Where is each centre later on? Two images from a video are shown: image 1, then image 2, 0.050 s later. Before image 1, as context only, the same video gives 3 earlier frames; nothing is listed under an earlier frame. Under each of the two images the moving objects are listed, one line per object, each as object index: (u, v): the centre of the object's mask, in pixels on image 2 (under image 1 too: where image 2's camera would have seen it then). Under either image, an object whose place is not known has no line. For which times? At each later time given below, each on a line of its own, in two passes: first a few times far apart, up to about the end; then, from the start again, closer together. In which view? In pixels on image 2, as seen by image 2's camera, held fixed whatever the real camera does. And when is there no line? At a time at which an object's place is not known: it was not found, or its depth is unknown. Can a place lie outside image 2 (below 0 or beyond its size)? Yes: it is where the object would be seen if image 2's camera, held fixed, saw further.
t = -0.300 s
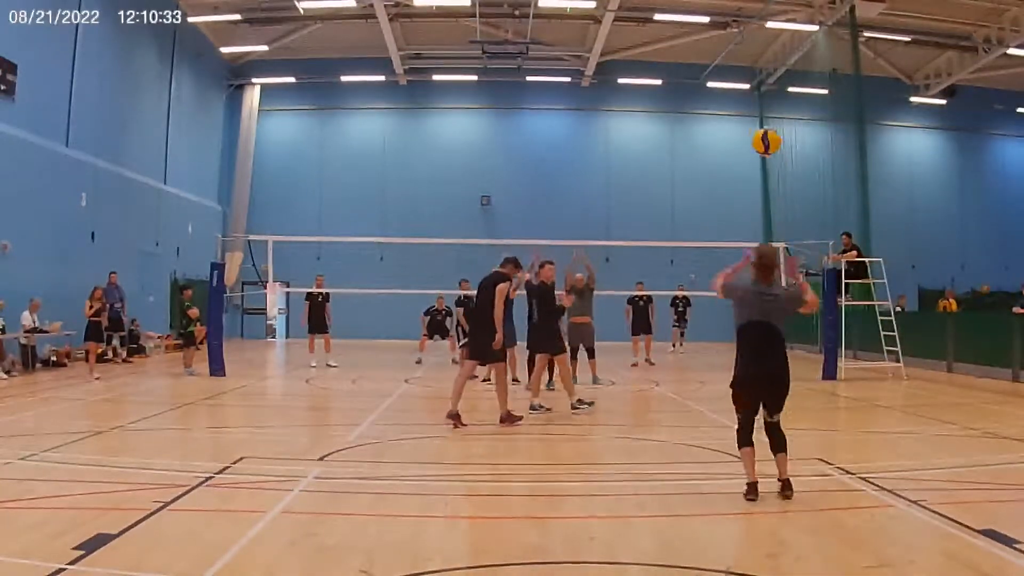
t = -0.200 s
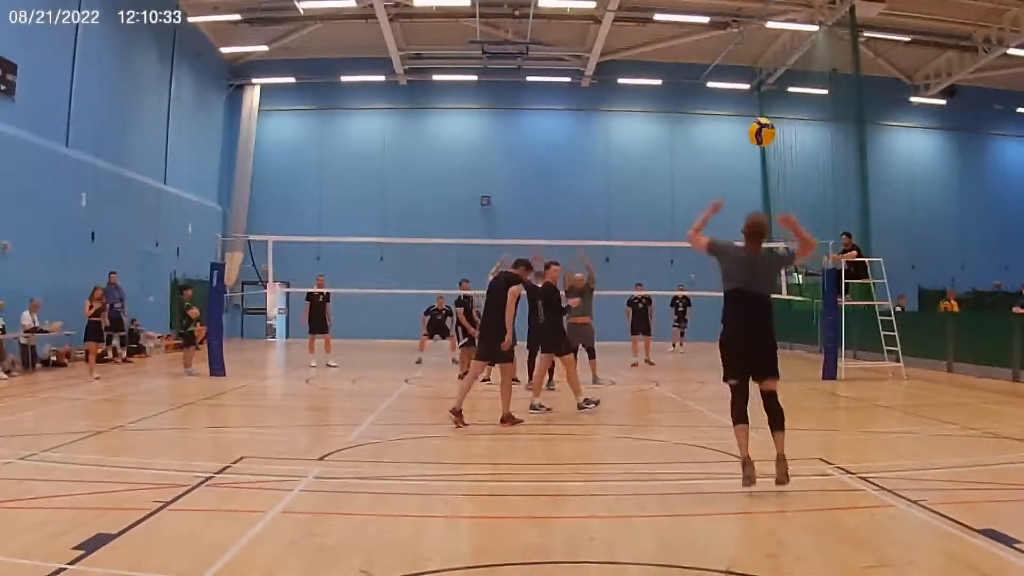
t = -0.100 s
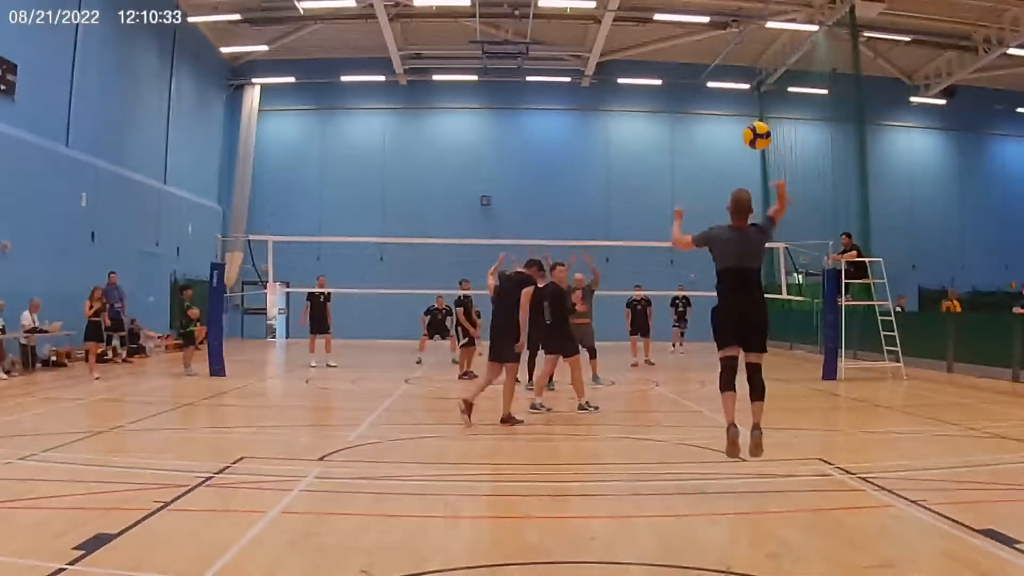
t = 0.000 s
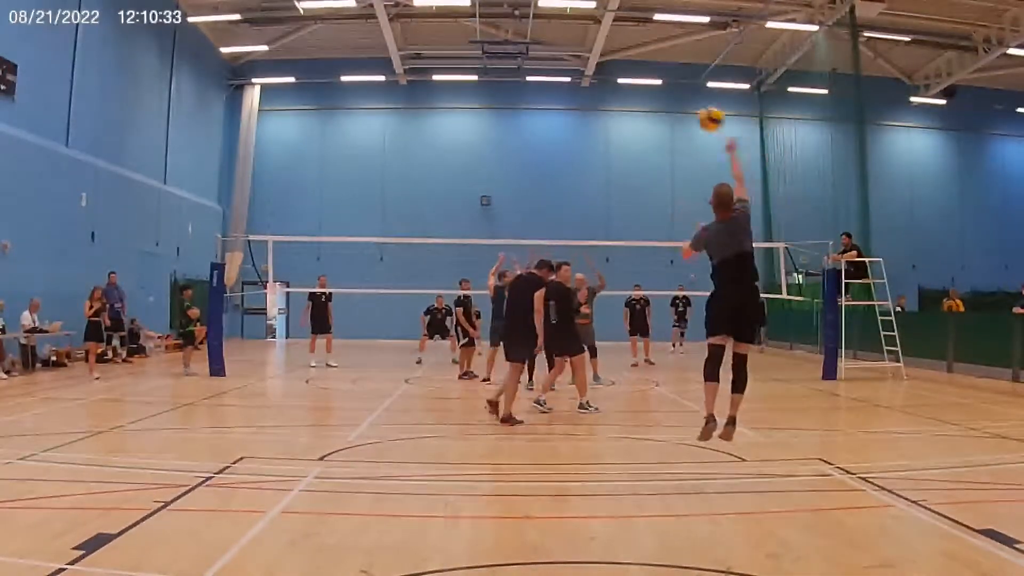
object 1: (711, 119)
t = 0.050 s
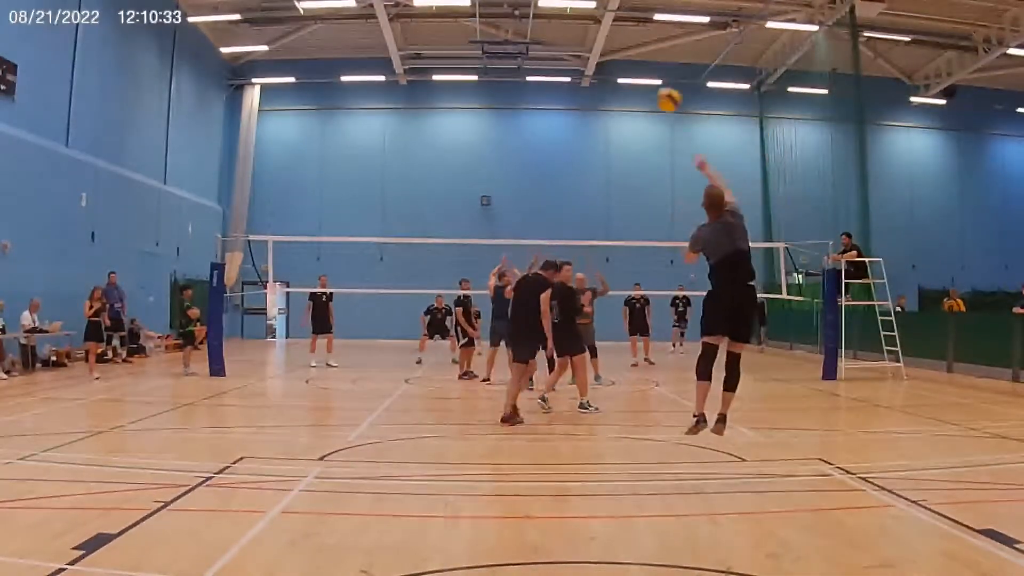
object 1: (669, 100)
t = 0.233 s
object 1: (557, 71)
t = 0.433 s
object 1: (484, 78)
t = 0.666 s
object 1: (428, 112)
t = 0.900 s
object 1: (393, 163)
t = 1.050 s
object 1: (373, 201)
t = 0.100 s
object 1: (633, 88)
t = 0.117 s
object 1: (621, 83)
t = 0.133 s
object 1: (610, 81)
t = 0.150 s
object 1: (602, 79)
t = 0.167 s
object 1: (593, 77)
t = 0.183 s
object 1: (584, 75)
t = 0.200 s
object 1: (575, 74)
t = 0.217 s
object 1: (567, 73)
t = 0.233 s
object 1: (557, 71)
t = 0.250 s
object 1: (550, 71)
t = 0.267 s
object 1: (542, 71)
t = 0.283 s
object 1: (535, 71)
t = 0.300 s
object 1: (528, 71)
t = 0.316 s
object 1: (522, 71)
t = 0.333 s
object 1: (515, 72)
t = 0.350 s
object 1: (509, 71)
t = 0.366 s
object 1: (504, 73)
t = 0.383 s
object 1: (497, 74)
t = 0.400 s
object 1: (493, 75)
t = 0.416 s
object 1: (488, 76)
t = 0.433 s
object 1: (484, 78)
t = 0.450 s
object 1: (479, 79)
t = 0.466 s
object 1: (474, 82)
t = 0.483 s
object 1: (469, 84)
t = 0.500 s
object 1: (466, 87)
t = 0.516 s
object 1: (461, 88)
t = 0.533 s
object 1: (456, 90)
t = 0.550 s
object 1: (453, 92)
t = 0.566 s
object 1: (449, 94)
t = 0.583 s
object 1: (445, 97)
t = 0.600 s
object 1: (442, 100)
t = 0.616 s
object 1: (437, 103)
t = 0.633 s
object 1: (434, 106)
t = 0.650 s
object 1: (432, 109)
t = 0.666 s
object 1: (428, 112)
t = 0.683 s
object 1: (425, 115)
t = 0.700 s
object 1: (423, 118)
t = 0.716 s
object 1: (419, 122)
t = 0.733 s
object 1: (416, 125)
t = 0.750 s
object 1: (414, 128)
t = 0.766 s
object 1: (411, 131)
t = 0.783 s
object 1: (409, 135)
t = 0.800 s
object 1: (406, 139)
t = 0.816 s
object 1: (404, 143)
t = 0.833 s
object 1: (401, 147)
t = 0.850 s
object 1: (399, 151)
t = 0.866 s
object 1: (397, 155)
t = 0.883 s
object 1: (395, 159)
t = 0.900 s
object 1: (393, 163)
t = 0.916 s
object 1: (390, 167)
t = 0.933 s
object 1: (389, 173)
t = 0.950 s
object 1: (386, 175)
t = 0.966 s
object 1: (383, 179)
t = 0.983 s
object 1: (381, 184)
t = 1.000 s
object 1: (379, 188)
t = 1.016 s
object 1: (377, 192)
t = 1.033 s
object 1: (375, 197)
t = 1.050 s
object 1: (373, 201)
